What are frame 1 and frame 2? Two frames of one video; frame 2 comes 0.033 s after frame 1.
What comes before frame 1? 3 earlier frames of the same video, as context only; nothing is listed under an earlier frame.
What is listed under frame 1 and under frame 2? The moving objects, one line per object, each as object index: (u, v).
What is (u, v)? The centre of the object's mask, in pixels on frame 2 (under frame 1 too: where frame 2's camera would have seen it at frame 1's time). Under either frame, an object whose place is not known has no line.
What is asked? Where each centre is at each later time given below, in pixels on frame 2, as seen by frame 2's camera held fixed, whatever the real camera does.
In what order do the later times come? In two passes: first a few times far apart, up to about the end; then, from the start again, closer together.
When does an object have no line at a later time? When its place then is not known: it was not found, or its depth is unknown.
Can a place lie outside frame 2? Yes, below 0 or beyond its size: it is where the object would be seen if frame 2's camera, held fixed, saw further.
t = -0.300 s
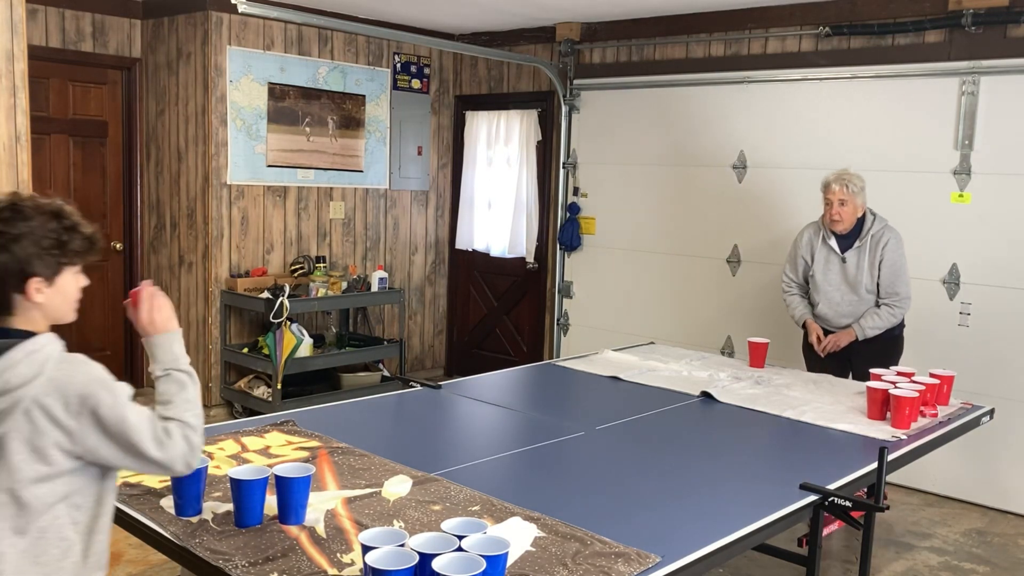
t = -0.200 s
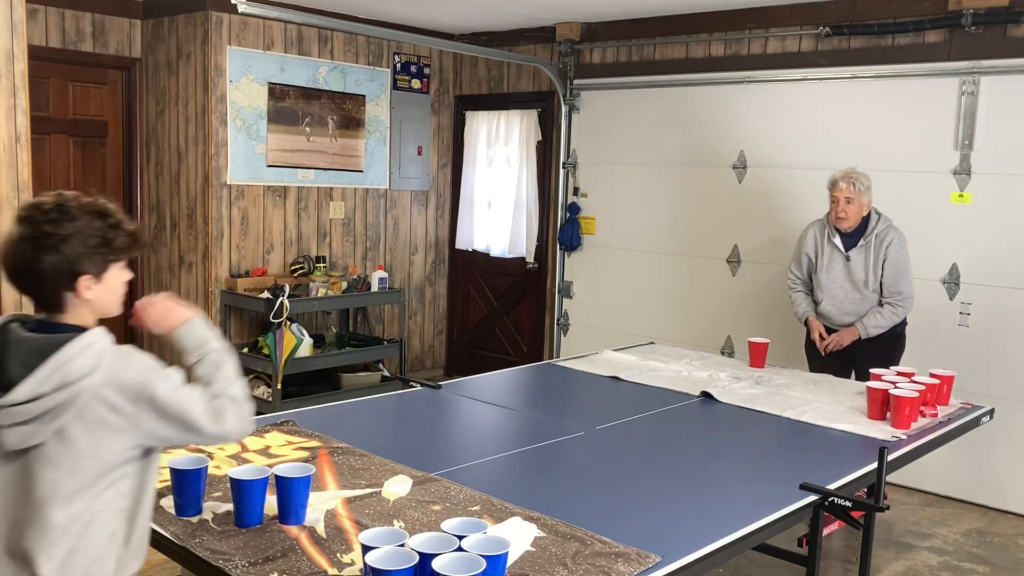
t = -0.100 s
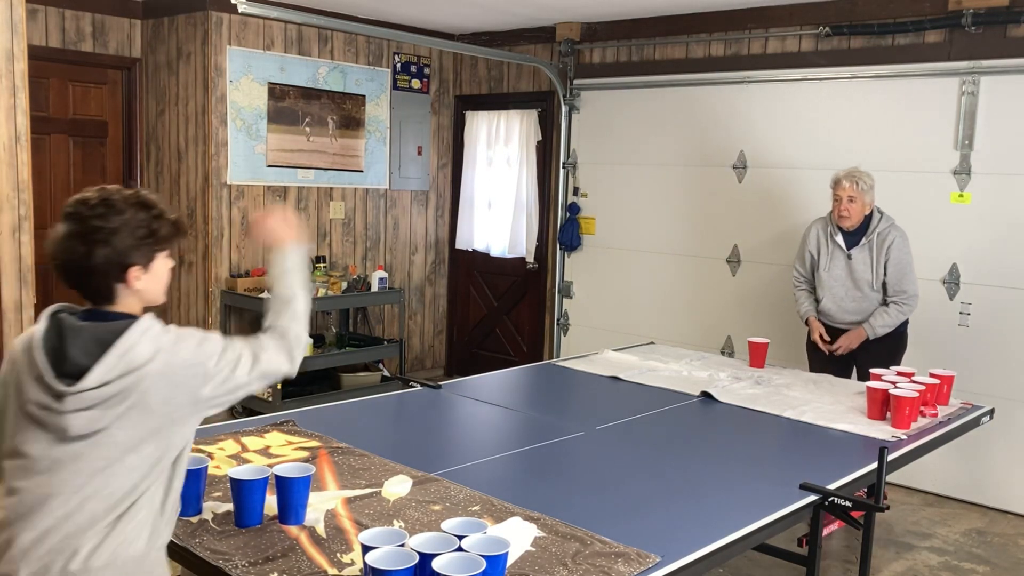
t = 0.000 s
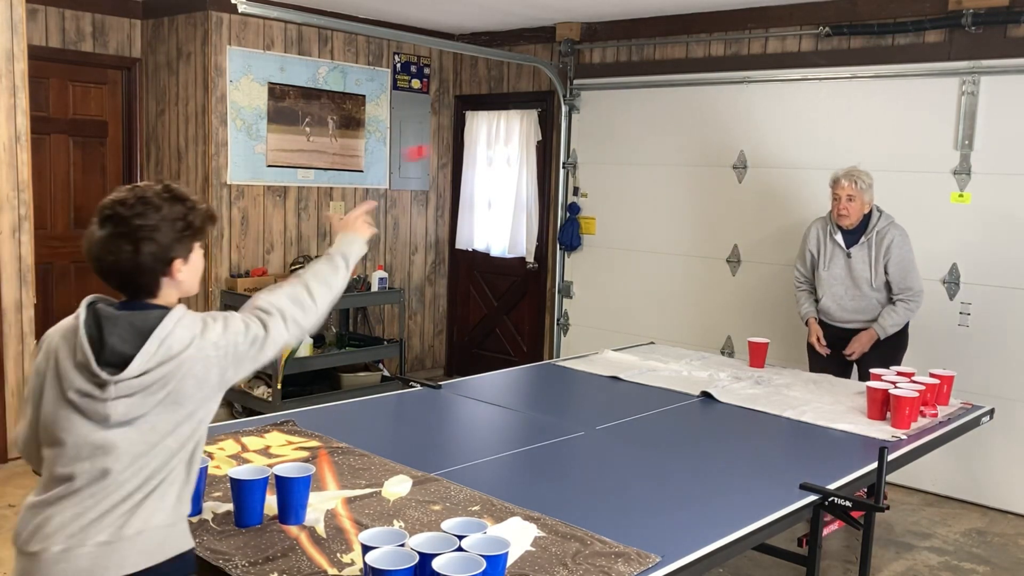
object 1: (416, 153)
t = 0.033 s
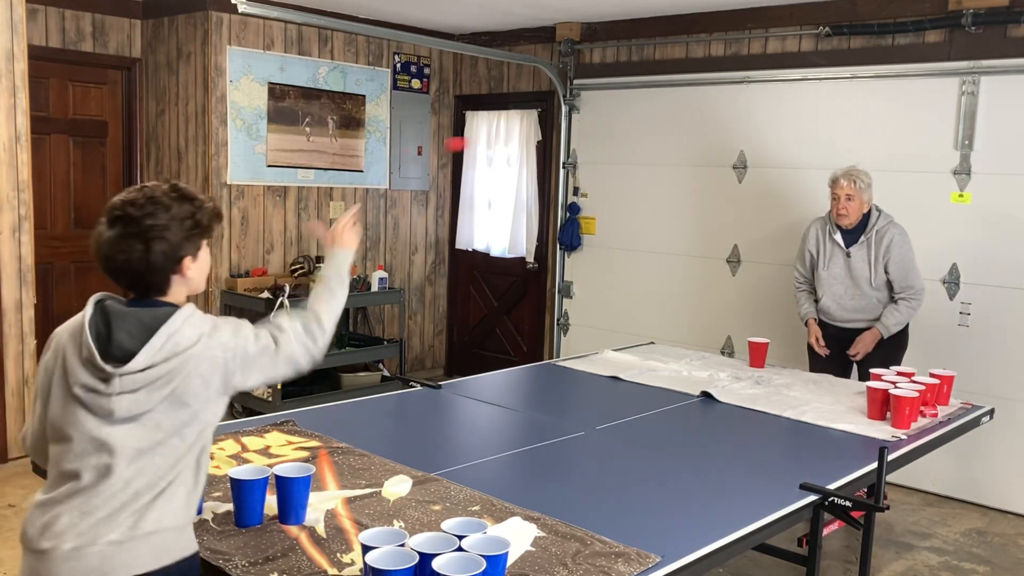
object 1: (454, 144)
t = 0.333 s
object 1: (679, 220)
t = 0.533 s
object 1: (745, 341)
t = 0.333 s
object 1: (679, 220)
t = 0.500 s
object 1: (745, 331)
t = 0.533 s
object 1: (745, 341)
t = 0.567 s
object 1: (743, 350)
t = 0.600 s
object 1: (743, 358)
